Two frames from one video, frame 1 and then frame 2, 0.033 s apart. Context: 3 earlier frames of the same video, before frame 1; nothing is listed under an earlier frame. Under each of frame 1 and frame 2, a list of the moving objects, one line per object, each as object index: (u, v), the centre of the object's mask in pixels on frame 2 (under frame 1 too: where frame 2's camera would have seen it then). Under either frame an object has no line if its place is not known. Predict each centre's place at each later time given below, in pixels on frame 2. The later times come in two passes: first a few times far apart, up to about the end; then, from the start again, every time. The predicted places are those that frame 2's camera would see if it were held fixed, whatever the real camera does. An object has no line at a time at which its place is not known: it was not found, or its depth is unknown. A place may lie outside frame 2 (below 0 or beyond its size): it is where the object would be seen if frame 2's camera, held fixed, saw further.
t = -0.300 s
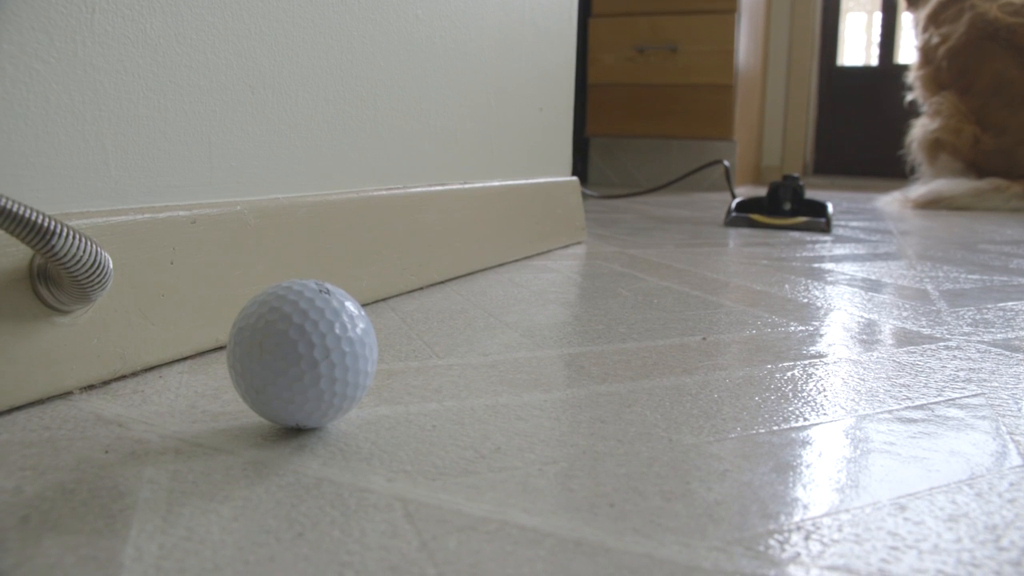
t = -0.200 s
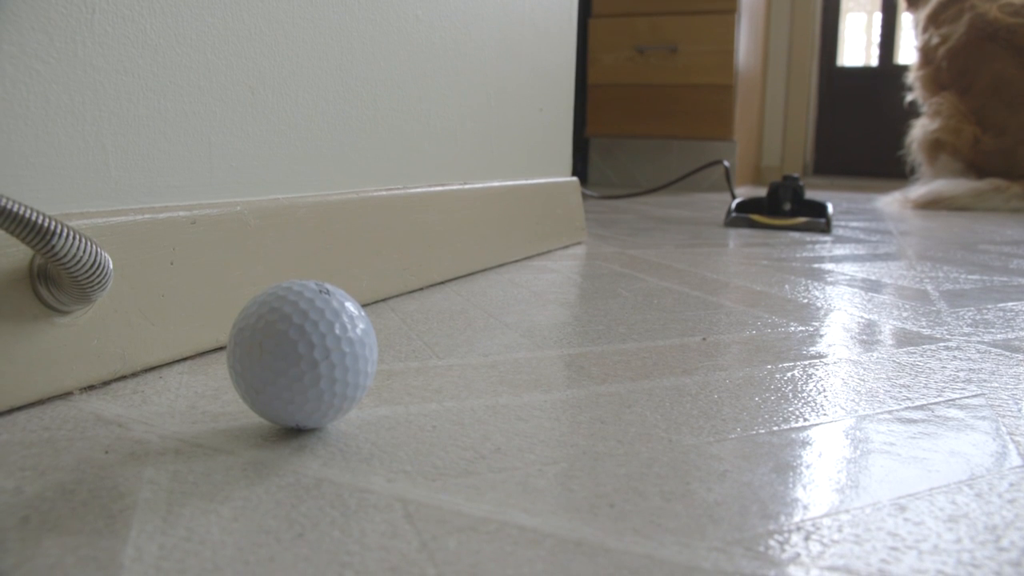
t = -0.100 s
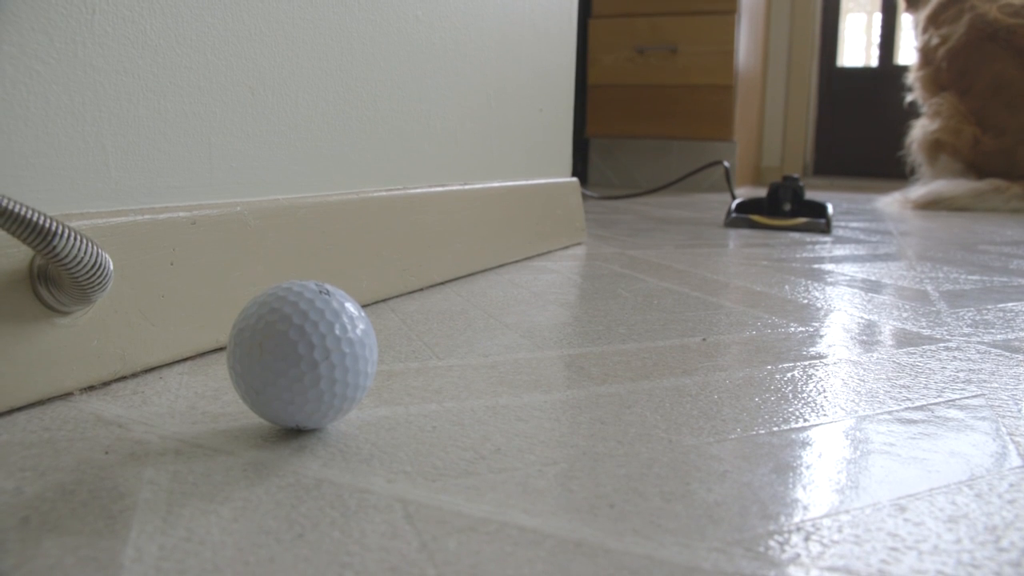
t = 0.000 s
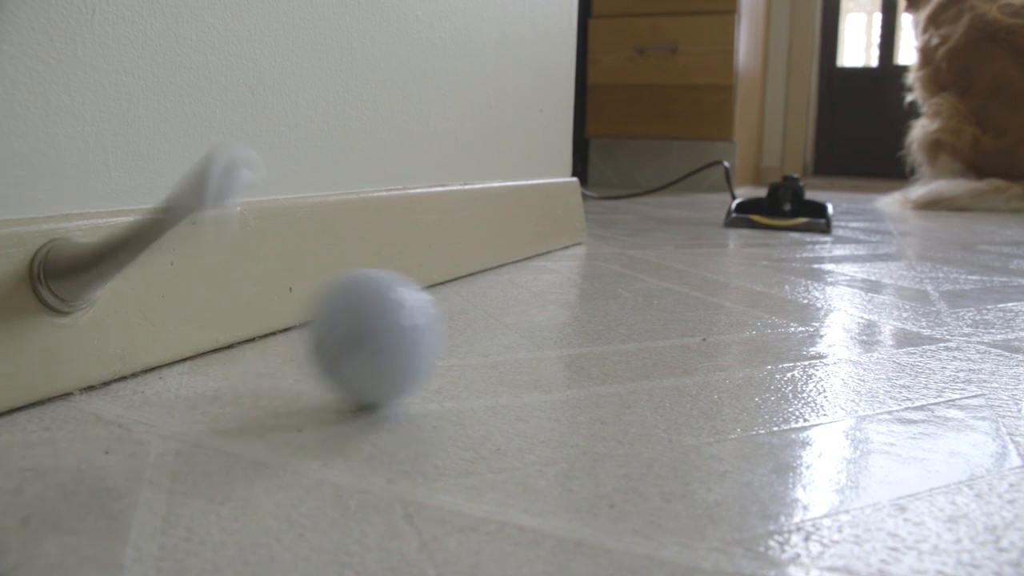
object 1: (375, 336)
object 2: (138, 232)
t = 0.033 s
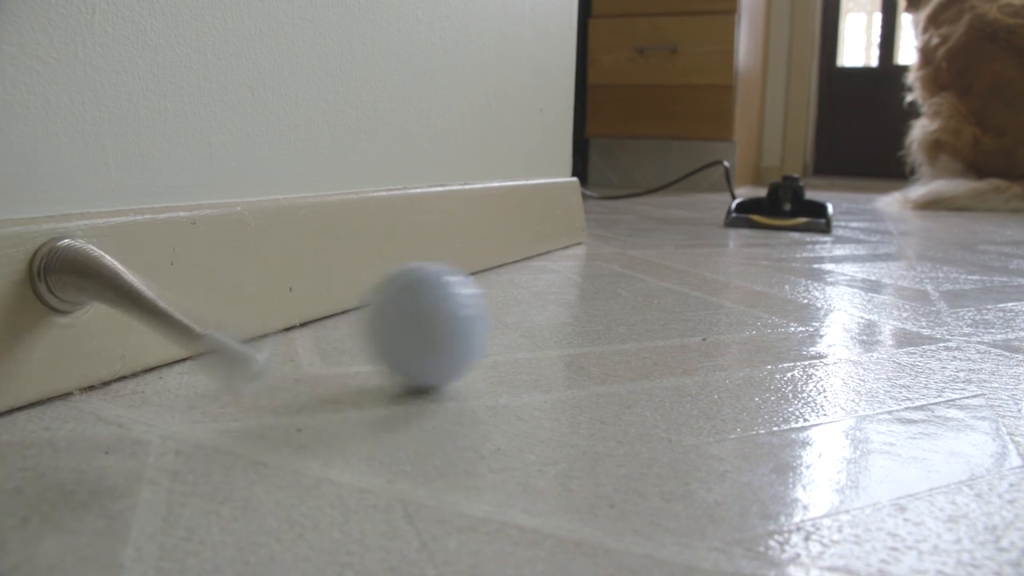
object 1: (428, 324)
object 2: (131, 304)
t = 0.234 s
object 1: (623, 272)
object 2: (138, 257)
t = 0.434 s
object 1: (718, 248)
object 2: (143, 267)
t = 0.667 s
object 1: (773, 230)
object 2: (139, 270)
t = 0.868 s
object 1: (796, 220)
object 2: (136, 274)
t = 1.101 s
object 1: (810, 206)
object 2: (137, 277)
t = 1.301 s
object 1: (807, 200)
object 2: (137, 278)
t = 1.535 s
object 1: (783, 200)
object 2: (137, 278)
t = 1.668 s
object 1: (784, 200)
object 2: (137, 278)
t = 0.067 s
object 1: (472, 313)
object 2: (146, 242)
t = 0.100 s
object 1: (511, 302)
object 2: (133, 297)
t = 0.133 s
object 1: (546, 293)
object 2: (158, 267)
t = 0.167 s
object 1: (575, 285)
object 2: (155, 269)
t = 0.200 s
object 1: (601, 278)
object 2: (153, 286)
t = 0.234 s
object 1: (623, 272)
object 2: (138, 257)
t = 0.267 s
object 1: (645, 267)
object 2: (143, 292)
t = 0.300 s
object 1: (663, 263)
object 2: (130, 257)
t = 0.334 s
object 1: (678, 259)
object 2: (142, 291)
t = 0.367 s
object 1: (692, 254)
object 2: (138, 260)
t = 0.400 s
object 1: (706, 251)
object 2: (149, 287)
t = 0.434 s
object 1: (718, 248)
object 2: (143, 267)
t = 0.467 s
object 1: (729, 245)
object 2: (151, 280)
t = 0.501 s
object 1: (739, 241)
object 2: (144, 273)
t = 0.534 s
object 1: (747, 239)
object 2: (149, 275)
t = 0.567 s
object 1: (754, 236)
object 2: (145, 276)
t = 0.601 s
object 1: (761, 234)
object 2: (145, 273)
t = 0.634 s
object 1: (767, 232)
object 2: (143, 278)
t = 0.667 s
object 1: (773, 230)
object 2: (139, 270)
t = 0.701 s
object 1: (778, 228)
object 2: (140, 280)
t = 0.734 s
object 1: (783, 226)
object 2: (135, 270)
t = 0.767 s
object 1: (786, 224)
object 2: (138, 282)
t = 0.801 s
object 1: (790, 223)
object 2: (134, 270)
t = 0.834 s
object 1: (794, 221)
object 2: (139, 280)
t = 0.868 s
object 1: (796, 220)
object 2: (136, 274)
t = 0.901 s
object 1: (799, 219)
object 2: (138, 277)
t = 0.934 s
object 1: (801, 218)
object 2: (136, 276)
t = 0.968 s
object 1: (803, 217)
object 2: (137, 278)
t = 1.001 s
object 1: (805, 216)
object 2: (136, 277)
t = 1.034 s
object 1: (807, 215)
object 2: (137, 278)
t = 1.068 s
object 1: (809, 214)
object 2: (137, 278)
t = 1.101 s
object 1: (810, 206)
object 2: (137, 277)
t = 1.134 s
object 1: (811, 203)
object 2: (137, 278)
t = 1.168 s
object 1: (812, 200)
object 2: (137, 278)
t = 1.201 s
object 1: (812, 200)
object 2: (137, 277)
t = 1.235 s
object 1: (811, 200)
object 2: (137, 278)
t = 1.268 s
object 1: (809, 200)
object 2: (137, 278)
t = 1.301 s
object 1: (807, 200)
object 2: (137, 278)
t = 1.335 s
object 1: (804, 200)
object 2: (137, 278)
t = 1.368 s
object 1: (799, 200)
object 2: (137, 278)
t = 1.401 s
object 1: (792, 200)
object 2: (137, 278)
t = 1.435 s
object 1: (784, 200)
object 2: (137, 278)
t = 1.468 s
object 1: (782, 200)
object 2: (137, 278)
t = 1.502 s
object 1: (782, 200)
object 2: (137, 278)
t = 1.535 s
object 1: (783, 200)
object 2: (137, 278)
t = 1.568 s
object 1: (783, 200)
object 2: (137, 278)
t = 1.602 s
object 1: (783, 200)
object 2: (137, 278)
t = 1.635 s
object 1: (784, 200)
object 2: (137, 278)
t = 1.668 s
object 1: (784, 200)
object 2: (137, 278)
